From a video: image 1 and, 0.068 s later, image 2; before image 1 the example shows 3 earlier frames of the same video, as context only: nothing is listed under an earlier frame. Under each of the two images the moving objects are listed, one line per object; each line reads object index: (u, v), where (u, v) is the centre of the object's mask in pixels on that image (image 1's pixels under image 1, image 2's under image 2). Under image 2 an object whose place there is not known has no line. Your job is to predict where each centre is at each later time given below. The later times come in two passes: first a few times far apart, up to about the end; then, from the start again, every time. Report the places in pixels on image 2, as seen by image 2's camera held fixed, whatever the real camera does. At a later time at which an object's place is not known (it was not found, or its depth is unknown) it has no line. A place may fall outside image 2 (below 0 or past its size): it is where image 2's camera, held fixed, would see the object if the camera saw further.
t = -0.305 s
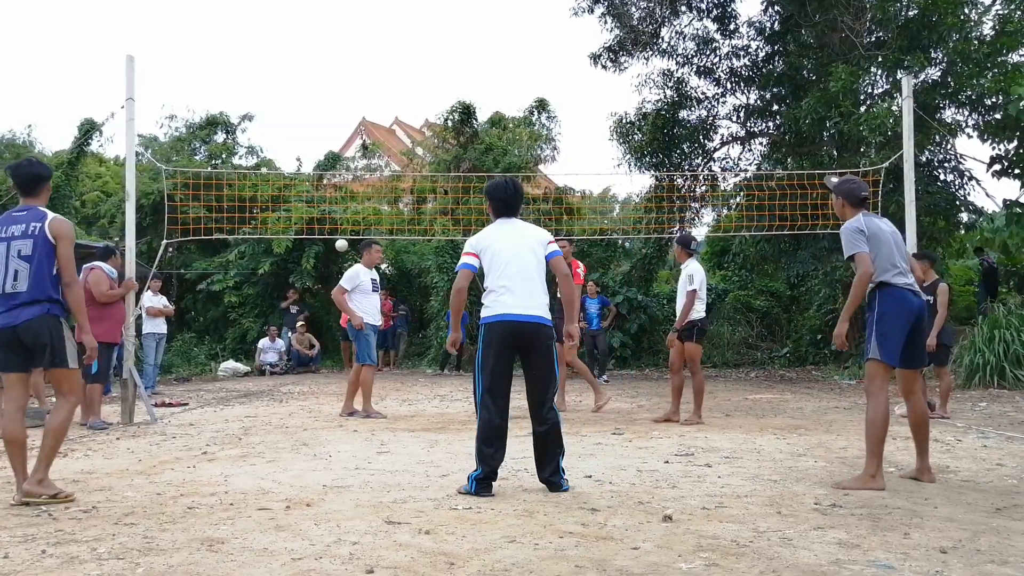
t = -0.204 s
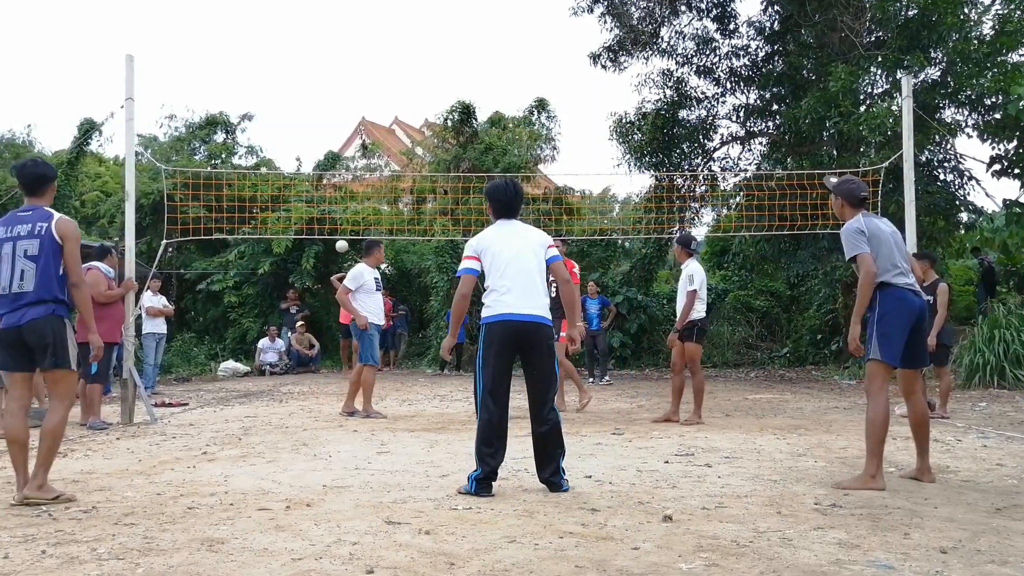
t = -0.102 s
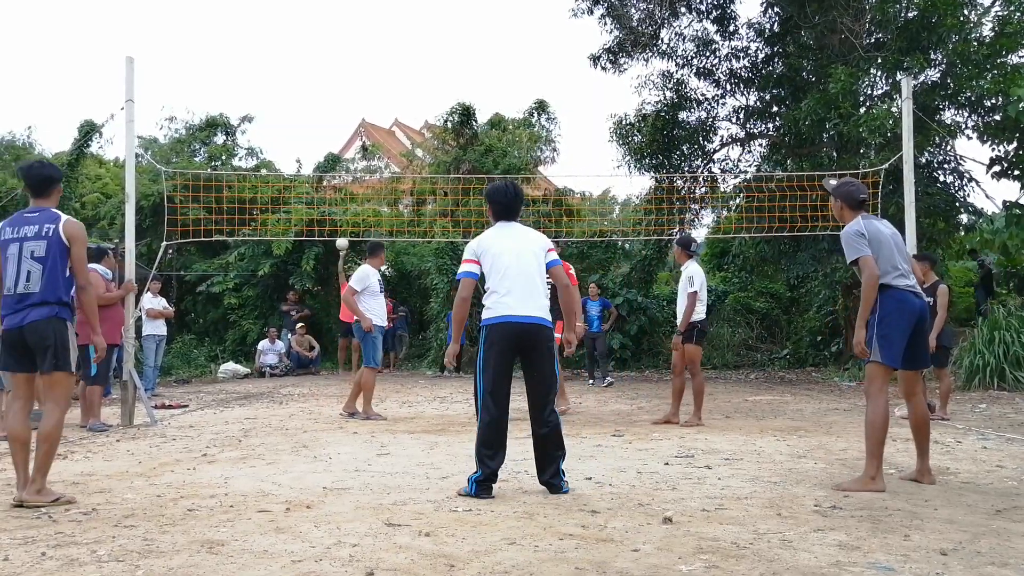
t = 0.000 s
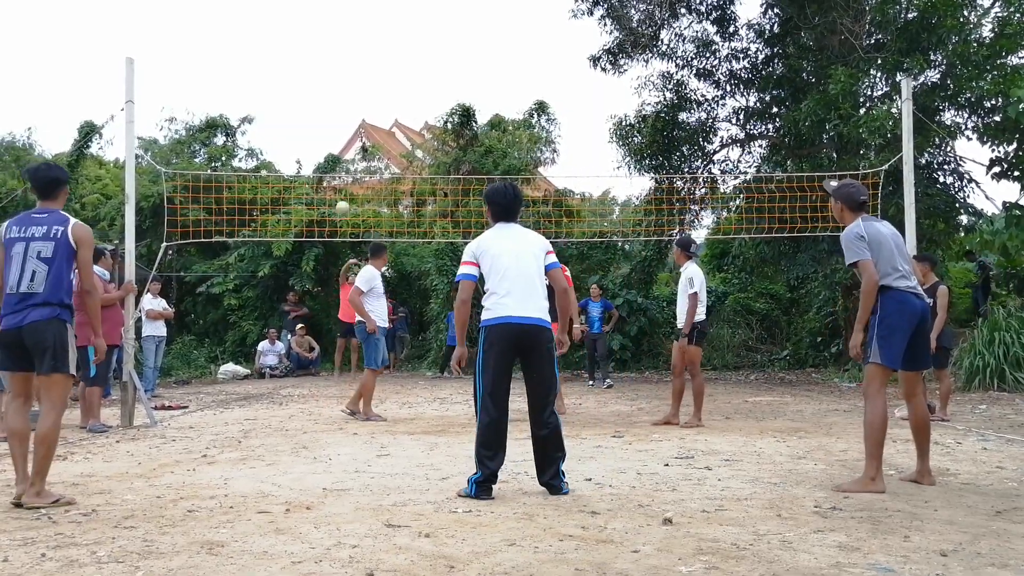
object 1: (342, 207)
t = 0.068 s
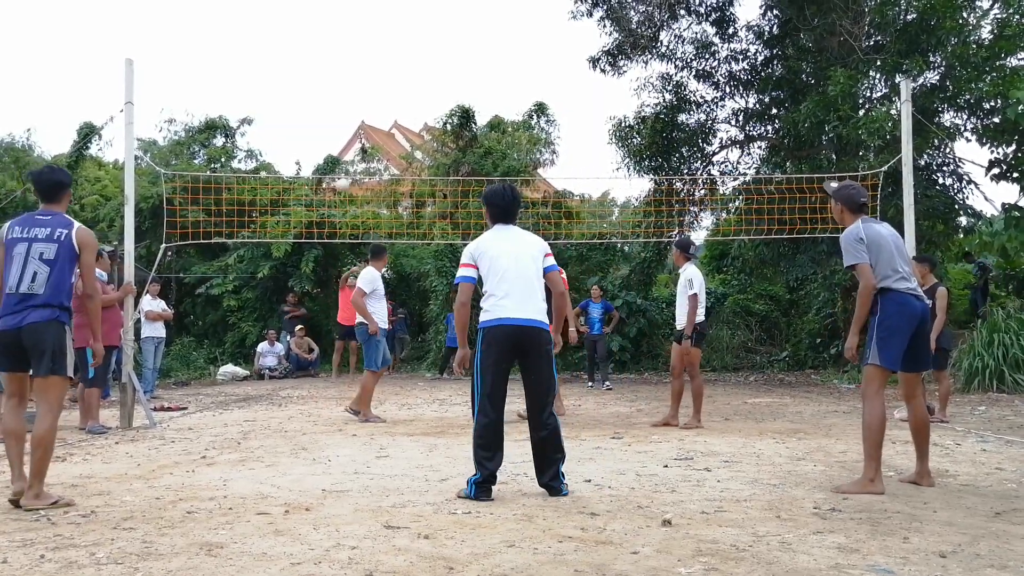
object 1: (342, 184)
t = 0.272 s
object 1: (344, 129)
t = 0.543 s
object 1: (348, 87)
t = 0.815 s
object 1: (352, 102)
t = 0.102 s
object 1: (343, 172)
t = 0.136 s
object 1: (343, 165)
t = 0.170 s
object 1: (343, 154)
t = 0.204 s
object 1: (344, 146)
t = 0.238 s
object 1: (344, 138)
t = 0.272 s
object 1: (344, 129)
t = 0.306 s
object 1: (345, 122)
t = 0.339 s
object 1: (345, 115)
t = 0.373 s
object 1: (345, 109)
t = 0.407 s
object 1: (346, 102)
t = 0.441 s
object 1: (346, 98)
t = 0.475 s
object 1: (347, 94)
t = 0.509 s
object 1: (347, 91)
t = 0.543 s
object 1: (348, 87)
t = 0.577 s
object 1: (348, 86)
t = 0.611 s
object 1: (349, 86)
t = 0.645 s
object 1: (350, 85)
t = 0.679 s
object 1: (350, 87)
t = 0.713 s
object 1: (351, 88)
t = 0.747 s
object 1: (351, 92)
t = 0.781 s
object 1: (352, 96)
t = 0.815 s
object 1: (352, 102)
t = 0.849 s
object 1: (353, 109)
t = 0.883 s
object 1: (354, 117)
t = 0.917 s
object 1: (355, 127)
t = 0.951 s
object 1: (355, 138)
